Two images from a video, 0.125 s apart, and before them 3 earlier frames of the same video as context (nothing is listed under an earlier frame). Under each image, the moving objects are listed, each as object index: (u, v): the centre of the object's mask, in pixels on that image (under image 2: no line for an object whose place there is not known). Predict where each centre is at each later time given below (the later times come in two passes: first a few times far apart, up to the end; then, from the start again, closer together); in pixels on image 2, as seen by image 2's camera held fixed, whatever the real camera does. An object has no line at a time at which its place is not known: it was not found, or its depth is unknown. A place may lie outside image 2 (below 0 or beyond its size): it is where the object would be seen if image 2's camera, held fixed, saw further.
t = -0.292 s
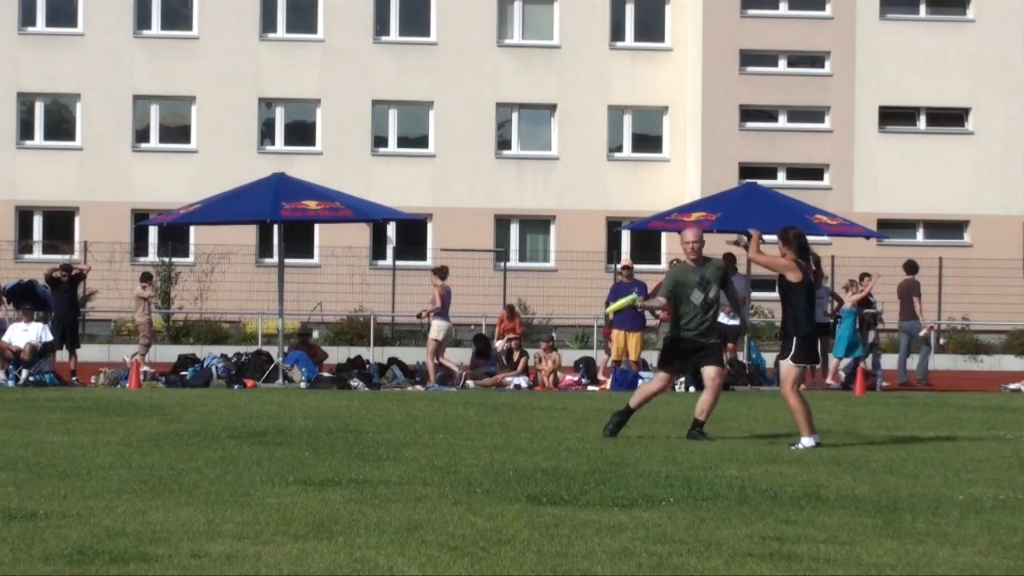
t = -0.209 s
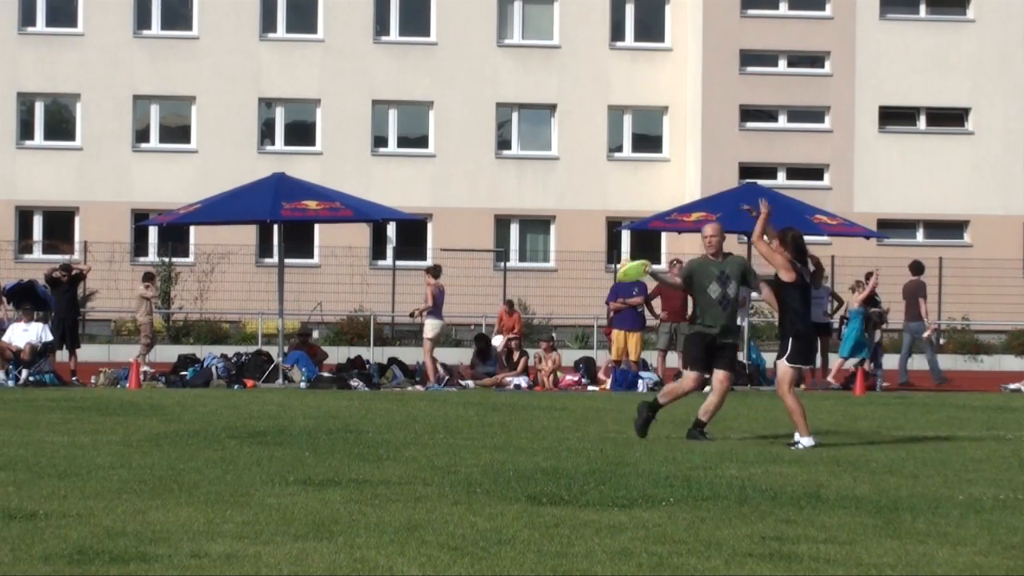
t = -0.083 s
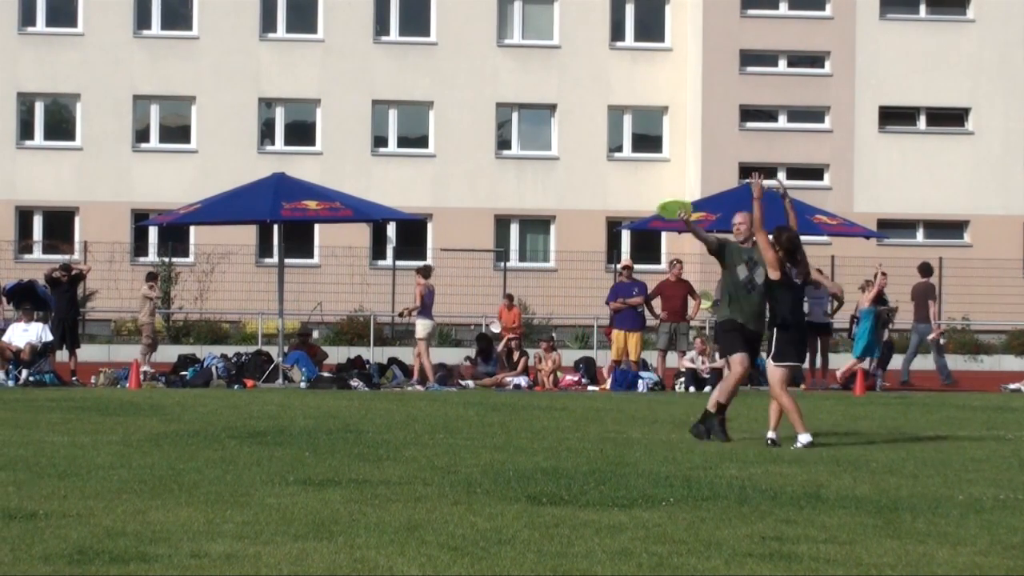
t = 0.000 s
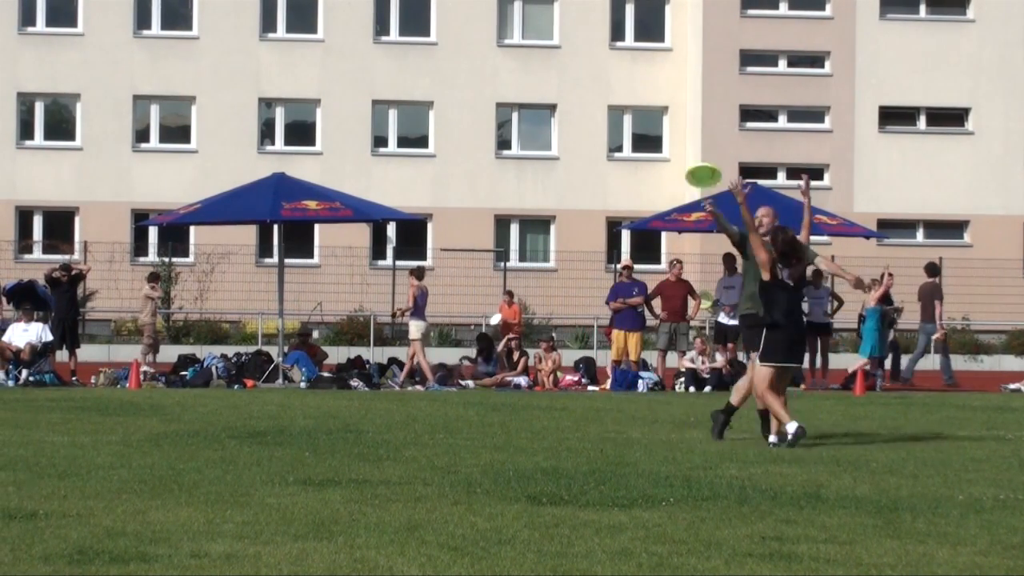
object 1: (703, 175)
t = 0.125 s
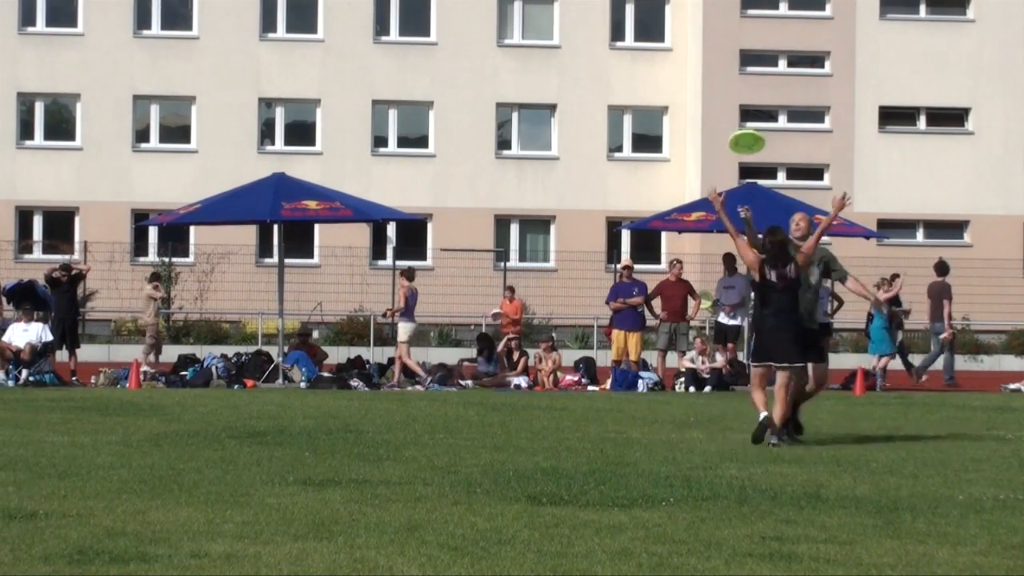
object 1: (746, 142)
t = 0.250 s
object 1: (807, 127)
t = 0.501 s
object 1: (896, 167)
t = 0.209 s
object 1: (790, 128)
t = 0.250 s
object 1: (807, 127)
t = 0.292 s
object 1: (821, 128)
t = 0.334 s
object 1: (836, 132)
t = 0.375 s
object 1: (850, 138)
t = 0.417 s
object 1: (866, 146)
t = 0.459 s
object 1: (881, 156)
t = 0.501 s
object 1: (896, 167)
